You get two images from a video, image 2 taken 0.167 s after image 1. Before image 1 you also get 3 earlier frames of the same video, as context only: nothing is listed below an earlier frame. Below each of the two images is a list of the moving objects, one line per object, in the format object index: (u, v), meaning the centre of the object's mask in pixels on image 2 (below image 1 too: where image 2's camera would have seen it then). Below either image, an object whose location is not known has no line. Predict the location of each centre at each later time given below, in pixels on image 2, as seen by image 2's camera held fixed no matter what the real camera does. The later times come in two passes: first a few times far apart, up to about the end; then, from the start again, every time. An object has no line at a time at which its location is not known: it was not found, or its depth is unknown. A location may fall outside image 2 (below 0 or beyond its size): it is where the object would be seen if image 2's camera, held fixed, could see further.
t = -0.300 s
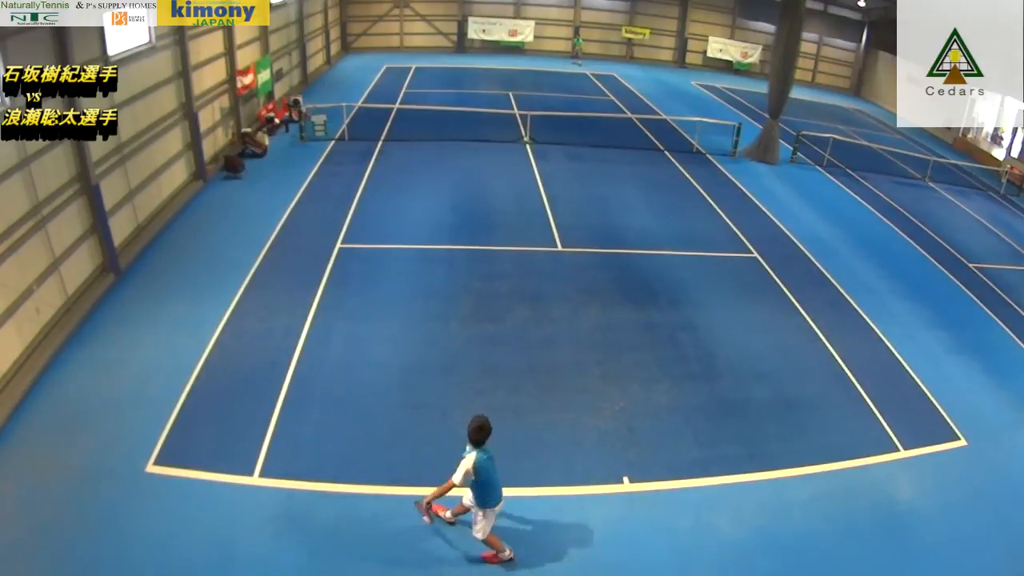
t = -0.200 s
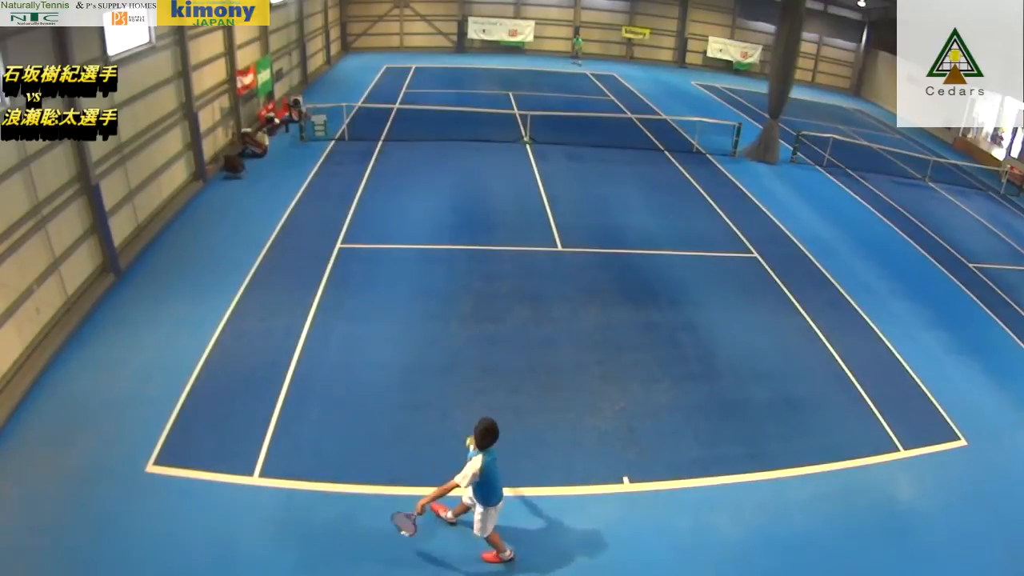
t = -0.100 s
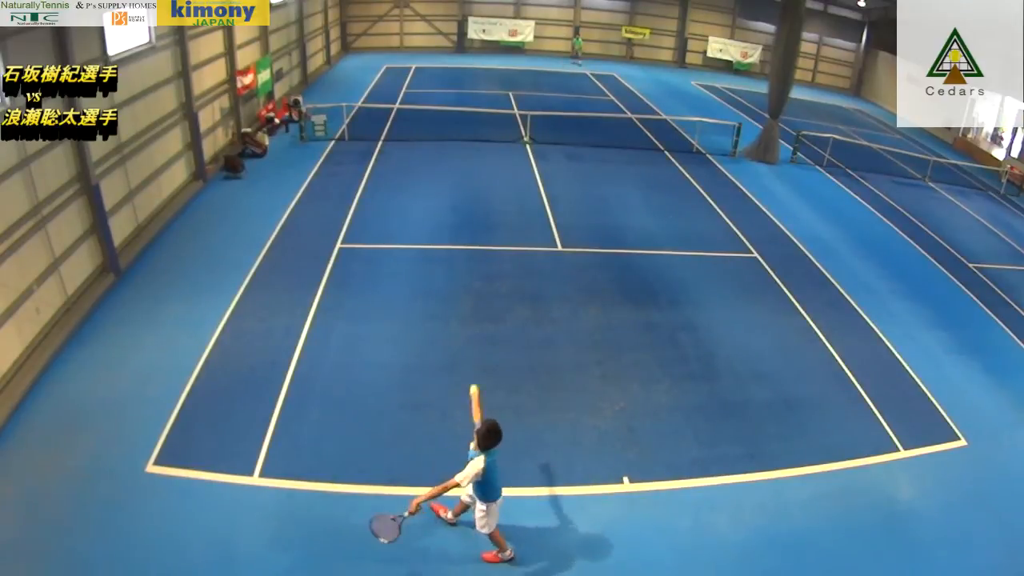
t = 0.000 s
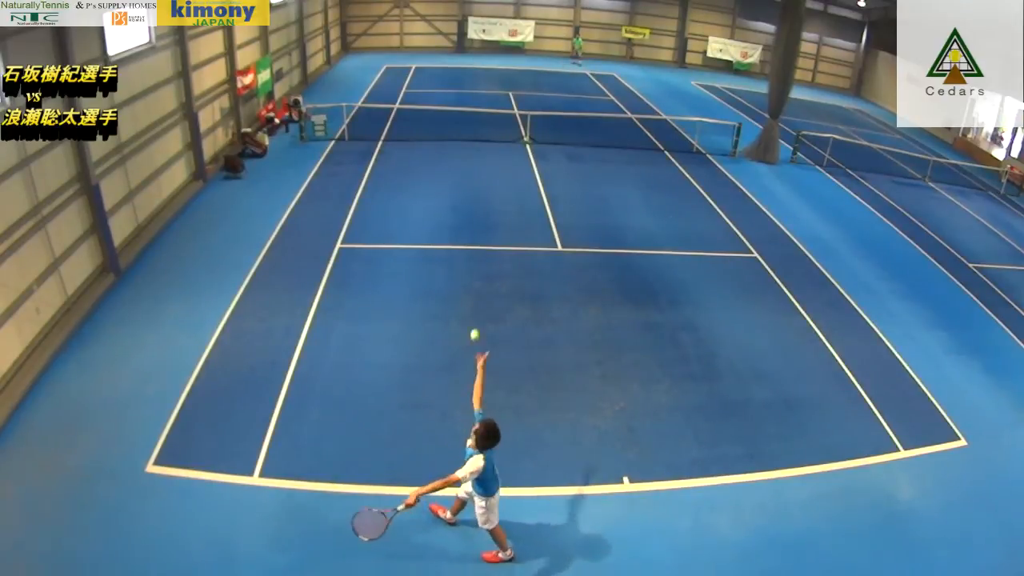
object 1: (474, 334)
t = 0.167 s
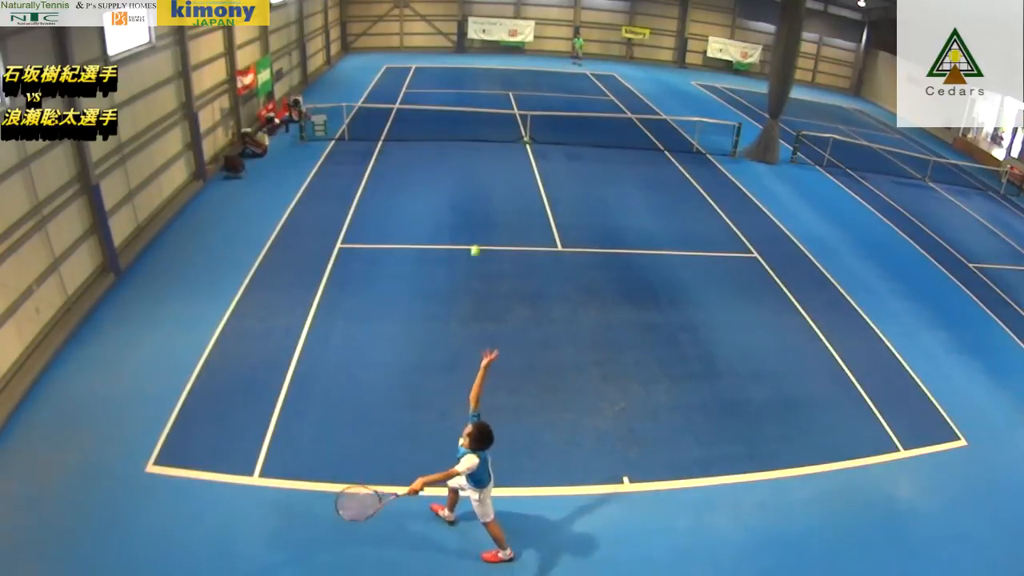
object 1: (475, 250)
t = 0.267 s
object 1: (474, 210)
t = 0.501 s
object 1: (472, 154)
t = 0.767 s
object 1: (468, 169)
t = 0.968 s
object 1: (463, 234)
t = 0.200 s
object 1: (475, 236)
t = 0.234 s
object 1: (475, 222)
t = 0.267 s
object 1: (474, 210)
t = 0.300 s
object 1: (474, 198)
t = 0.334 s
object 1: (474, 187)
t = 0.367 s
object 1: (474, 178)
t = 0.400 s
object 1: (474, 170)
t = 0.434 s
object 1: (473, 163)
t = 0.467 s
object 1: (473, 158)
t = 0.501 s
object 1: (472, 154)
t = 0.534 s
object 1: (472, 151)
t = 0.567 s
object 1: (471, 150)
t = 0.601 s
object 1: (471, 150)
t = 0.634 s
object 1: (470, 151)
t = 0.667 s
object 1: (470, 154)
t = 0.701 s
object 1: (469, 158)
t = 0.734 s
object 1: (468, 163)
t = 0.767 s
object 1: (468, 169)
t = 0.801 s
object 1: (467, 178)
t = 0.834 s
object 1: (466, 186)
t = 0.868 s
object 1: (466, 197)
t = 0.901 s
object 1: (465, 209)
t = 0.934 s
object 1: (464, 221)
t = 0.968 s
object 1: (463, 234)
